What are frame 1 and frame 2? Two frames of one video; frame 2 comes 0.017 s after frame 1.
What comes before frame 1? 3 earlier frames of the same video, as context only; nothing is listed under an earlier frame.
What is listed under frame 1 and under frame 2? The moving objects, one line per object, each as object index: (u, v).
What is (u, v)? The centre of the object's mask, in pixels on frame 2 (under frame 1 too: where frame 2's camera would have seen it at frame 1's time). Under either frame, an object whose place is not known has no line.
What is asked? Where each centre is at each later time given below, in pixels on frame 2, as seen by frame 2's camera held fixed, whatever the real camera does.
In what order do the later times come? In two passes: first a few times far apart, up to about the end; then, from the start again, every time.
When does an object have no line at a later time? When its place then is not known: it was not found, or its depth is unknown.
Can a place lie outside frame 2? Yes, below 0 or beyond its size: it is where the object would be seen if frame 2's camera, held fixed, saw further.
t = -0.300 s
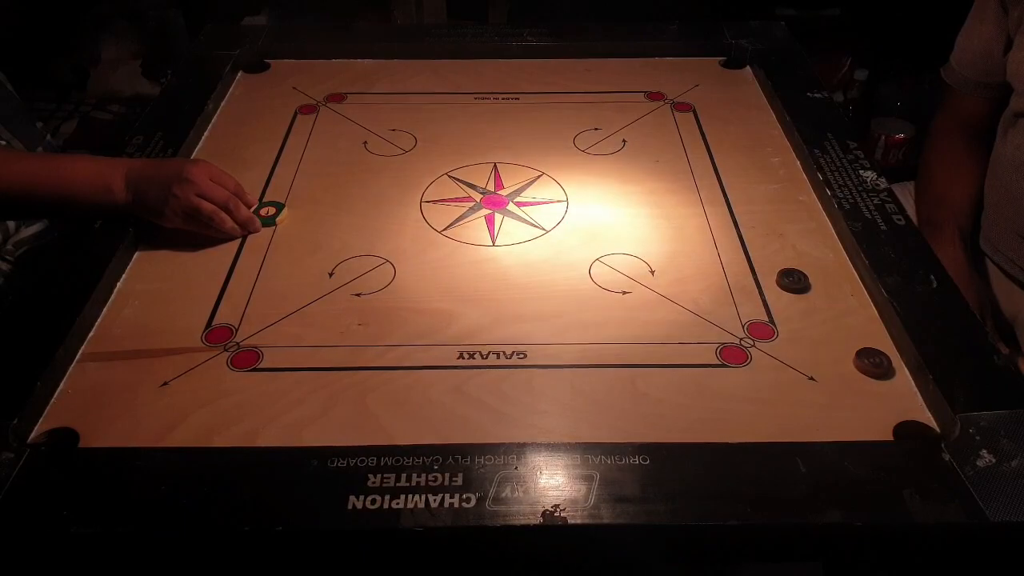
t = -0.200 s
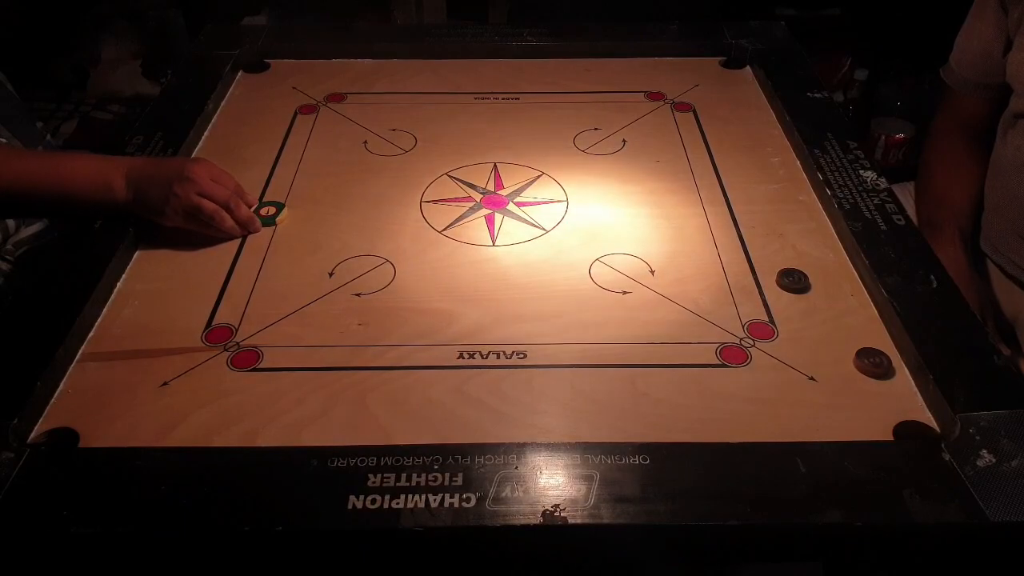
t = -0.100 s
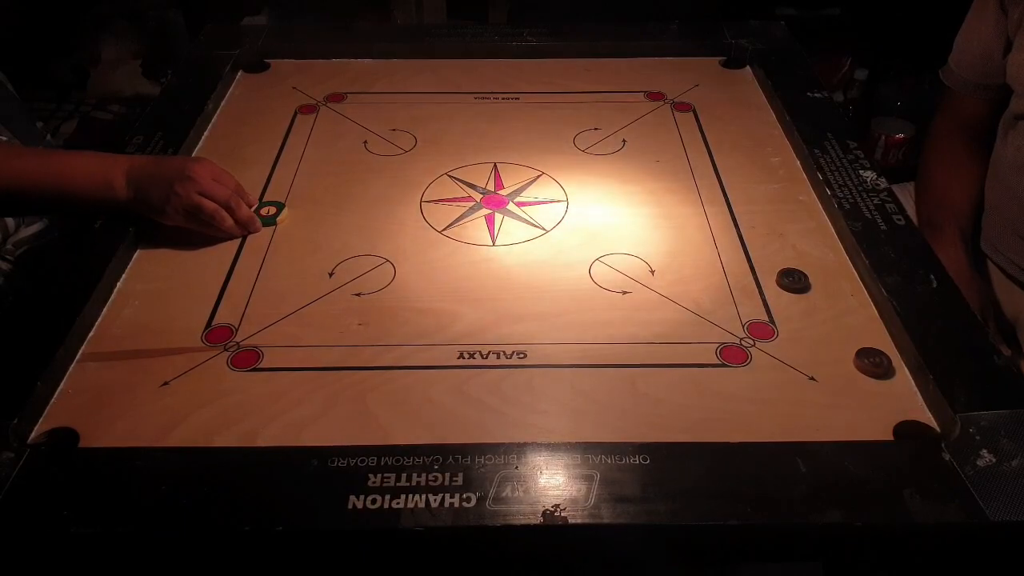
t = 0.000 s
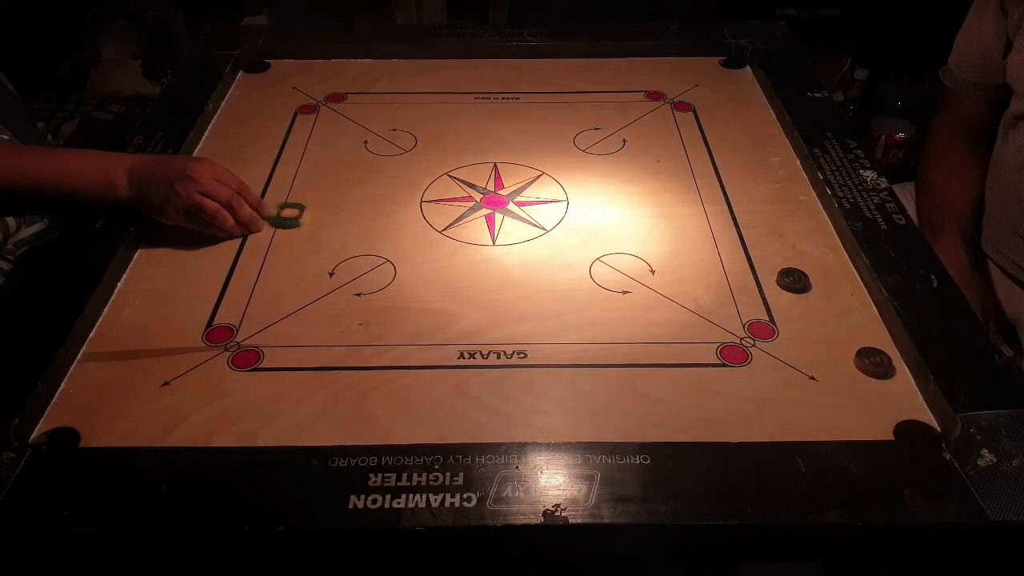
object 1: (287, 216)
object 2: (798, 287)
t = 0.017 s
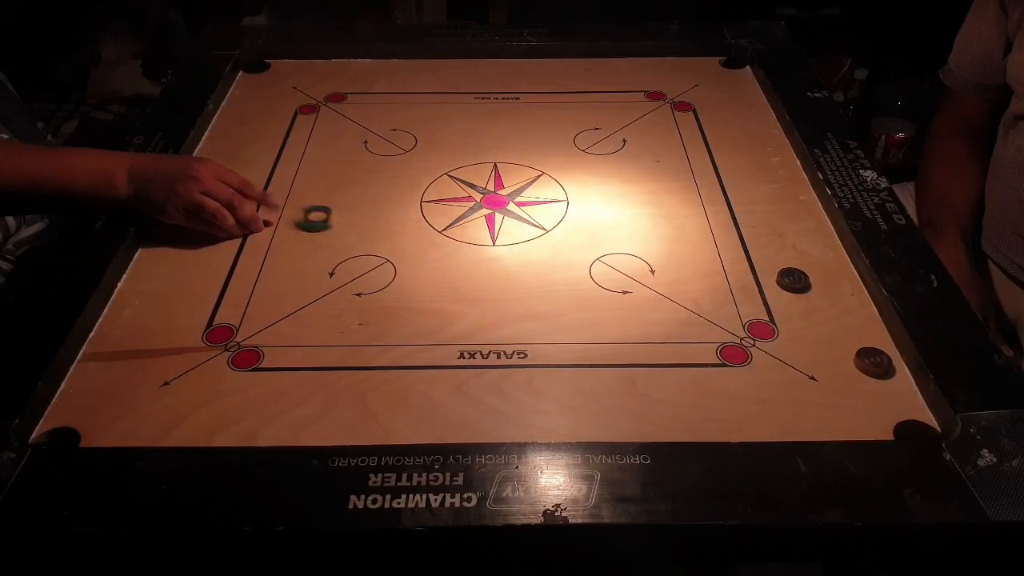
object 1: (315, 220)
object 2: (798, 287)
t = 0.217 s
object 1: (642, 257)
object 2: (798, 287)
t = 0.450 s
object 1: (791, 275)
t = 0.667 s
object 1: (670, 284)
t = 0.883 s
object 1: (593, 290)
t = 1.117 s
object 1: (564, 292)
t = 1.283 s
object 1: (563, 293)
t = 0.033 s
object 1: (342, 223)
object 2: (798, 287)
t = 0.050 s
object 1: (370, 226)
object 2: (798, 287)
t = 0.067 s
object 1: (397, 229)
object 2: (798, 287)
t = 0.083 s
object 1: (424, 233)
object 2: (797, 287)
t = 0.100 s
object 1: (452, 236)
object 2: (798, 287)
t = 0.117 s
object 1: (479, 238)
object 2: (798, 287)
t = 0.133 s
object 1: (506, 242)
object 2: (798, 287)
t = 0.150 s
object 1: (533, 245)
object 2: (798, 287)
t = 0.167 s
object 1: (560, 248)
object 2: (798, 287)
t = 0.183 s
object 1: (587, 251)
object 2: (798, 287)
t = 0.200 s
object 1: (614, 254)
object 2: (798, 287)
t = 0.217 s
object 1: (642, 257)
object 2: (798, 287)
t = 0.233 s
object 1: (668, 260)
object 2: (798, 287)
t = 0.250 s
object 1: (697, 263)
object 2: (798, 287)
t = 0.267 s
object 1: (723, 266)
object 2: (797, 287)
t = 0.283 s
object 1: (750, 269)
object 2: (797, 287)
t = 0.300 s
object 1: (769, 270)
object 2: (821, 288)
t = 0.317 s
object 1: (785, 271)
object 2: (854, 298)
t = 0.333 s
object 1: (799, 271)
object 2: (833, 303)
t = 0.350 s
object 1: (814, 271)
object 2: (809, 308)
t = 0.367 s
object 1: (828, 272)
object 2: (784, 313)
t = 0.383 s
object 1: (836, 272)
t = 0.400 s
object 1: (825, 273)
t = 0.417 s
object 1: (813, 274)
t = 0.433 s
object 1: (802, 274)
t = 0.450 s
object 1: (791, 275)
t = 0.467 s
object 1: (780, 276)
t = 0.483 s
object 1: (770, 276)
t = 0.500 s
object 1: (760, 277)
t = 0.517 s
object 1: (749, 278)
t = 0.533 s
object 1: (740, 279)
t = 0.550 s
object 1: (730, 280)
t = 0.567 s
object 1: (720, 280)
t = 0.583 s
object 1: (712, 281)
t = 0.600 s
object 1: (702, 282)
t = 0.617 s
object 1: (694, 282)
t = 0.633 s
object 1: (686, 283)
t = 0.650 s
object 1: (677, 284)
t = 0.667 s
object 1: (670, 284)
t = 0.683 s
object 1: (662, 285)
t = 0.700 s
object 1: (654, 285)
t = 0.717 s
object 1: (647, 286)
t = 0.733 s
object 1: (641, 286)
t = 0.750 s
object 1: (634, 287)
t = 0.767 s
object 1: (628, 288)
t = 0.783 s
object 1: (622, 288)
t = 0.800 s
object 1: (617, 288)
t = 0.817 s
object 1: (612, 289)
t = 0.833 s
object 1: (607, 289)
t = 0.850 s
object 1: (602, 290)
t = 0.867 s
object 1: (597, 290)
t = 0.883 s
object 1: (593, 290)
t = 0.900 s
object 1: (590, 290)
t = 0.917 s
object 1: (586, 291)
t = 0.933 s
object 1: (583, 291)
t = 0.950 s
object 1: (580, 291)
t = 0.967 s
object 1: (578, 291)
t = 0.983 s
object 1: (575, 292)
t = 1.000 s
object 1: (573, 292)
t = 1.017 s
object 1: (571, 292)
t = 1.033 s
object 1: (569, 292)
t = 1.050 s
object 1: (568, 292)
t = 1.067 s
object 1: (566, 292)
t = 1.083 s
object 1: (565, 292)
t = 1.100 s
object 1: (564, 292)
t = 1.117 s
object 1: (564, 292)
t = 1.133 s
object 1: (563, 292)
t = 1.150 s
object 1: (563, 293)
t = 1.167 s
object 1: (563, 293)
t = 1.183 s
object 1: (563, 293)
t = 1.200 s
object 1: (563, 293)
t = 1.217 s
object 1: (563, 293)
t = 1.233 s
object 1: (563, 292)
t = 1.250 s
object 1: (563, 293)
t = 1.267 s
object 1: (563, 293)
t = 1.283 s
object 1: (563, 293)
